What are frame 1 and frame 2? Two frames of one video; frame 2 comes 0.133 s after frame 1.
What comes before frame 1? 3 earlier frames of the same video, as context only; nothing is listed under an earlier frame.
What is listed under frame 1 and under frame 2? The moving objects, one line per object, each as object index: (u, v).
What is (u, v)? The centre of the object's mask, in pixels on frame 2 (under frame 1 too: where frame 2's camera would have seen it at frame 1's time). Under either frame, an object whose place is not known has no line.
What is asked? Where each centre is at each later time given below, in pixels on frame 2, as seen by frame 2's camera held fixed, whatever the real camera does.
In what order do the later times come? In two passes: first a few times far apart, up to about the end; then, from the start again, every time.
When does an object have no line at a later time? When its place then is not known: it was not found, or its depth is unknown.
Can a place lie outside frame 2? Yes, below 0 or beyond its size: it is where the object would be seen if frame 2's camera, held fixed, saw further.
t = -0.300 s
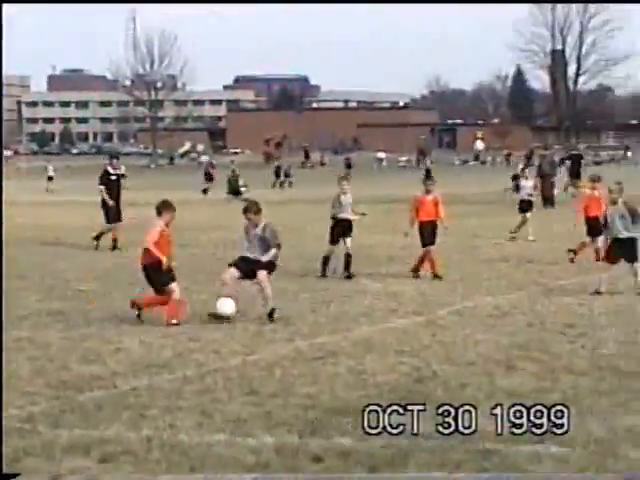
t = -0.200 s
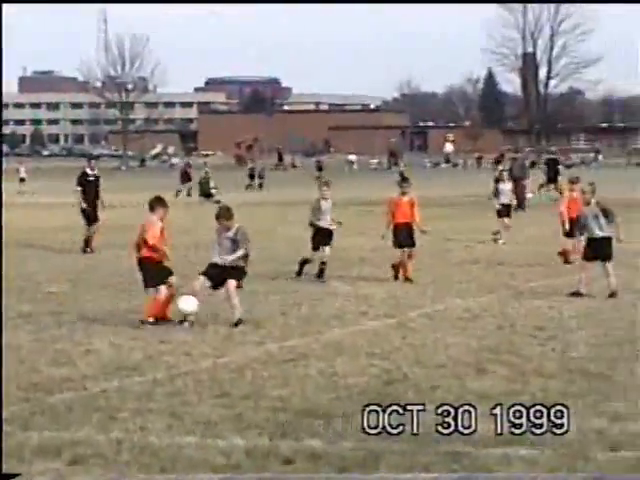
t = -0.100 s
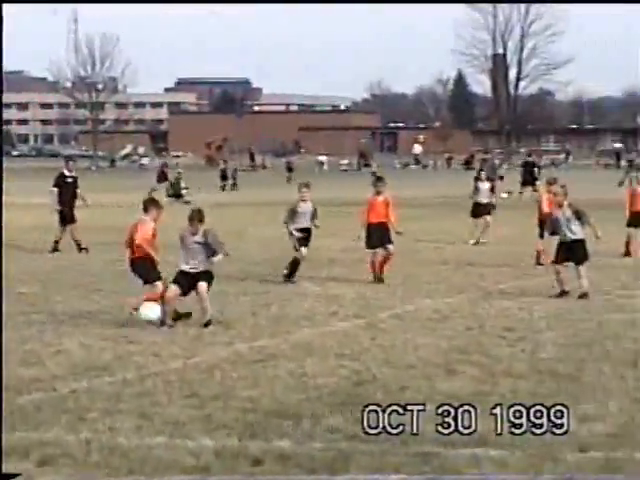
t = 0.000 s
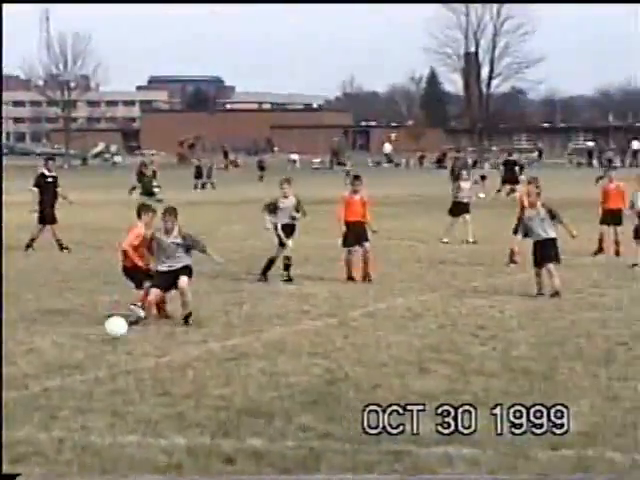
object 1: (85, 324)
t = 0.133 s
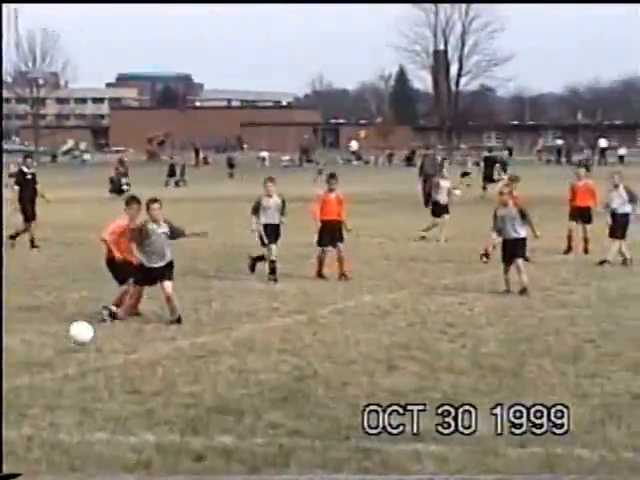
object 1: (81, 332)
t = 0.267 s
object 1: (83, 320)
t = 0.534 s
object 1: (95, 367)
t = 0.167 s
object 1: (81, 327)
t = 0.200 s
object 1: (82, 324)
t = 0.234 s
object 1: (82, 321)
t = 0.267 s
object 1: (83, 320)
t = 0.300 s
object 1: (84, 321)
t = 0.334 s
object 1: (85, 324)
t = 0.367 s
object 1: (86, 327)
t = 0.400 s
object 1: (88, 331)
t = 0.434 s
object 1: (90, 339)
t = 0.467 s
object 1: (91, 347)
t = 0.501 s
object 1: (92, 356)
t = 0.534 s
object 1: (95, 367)
